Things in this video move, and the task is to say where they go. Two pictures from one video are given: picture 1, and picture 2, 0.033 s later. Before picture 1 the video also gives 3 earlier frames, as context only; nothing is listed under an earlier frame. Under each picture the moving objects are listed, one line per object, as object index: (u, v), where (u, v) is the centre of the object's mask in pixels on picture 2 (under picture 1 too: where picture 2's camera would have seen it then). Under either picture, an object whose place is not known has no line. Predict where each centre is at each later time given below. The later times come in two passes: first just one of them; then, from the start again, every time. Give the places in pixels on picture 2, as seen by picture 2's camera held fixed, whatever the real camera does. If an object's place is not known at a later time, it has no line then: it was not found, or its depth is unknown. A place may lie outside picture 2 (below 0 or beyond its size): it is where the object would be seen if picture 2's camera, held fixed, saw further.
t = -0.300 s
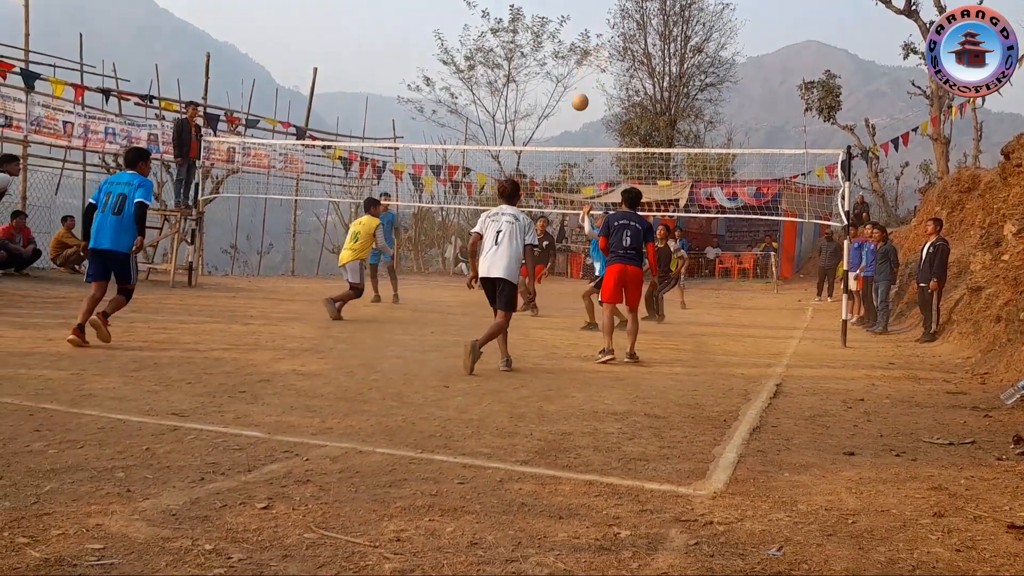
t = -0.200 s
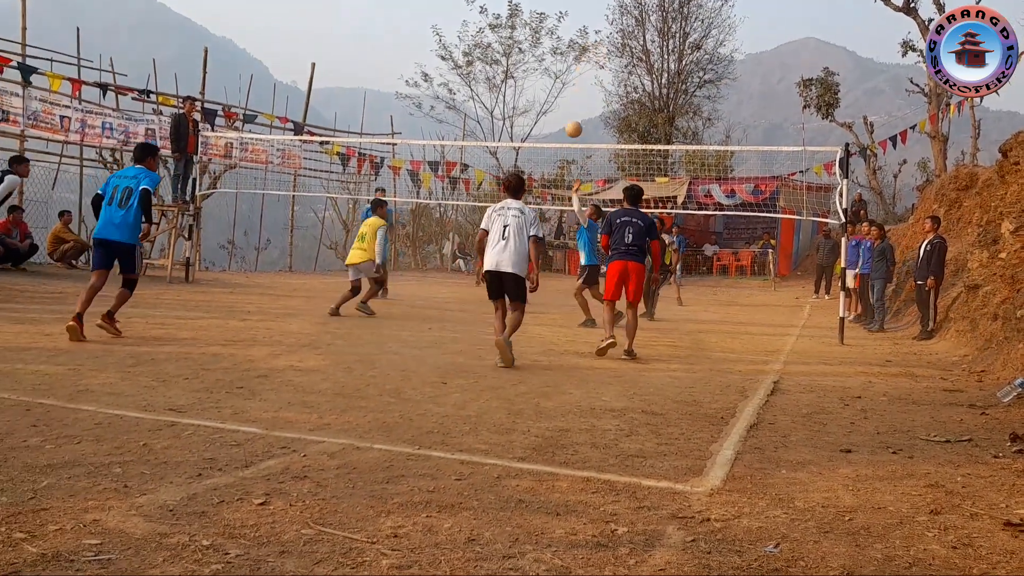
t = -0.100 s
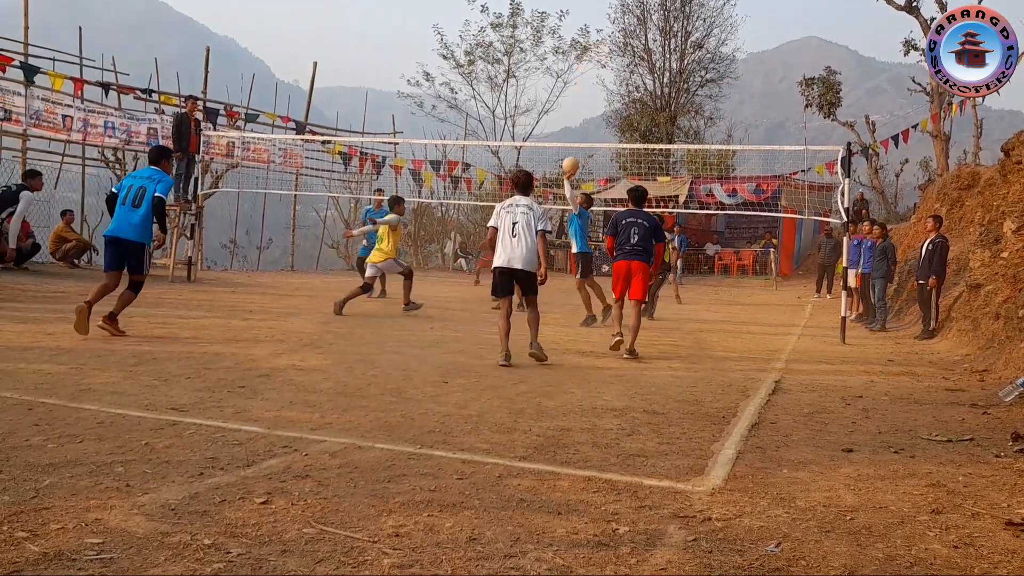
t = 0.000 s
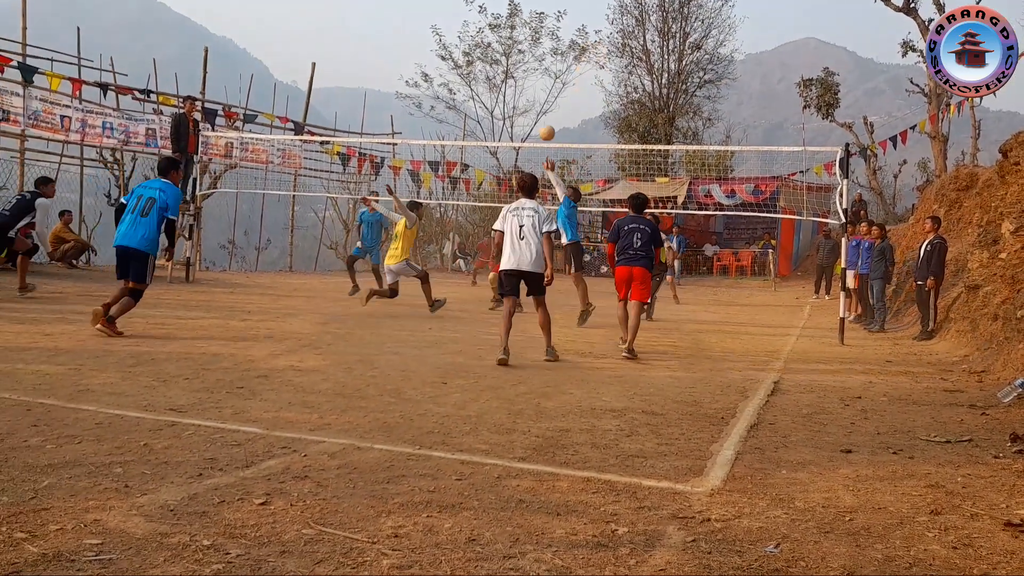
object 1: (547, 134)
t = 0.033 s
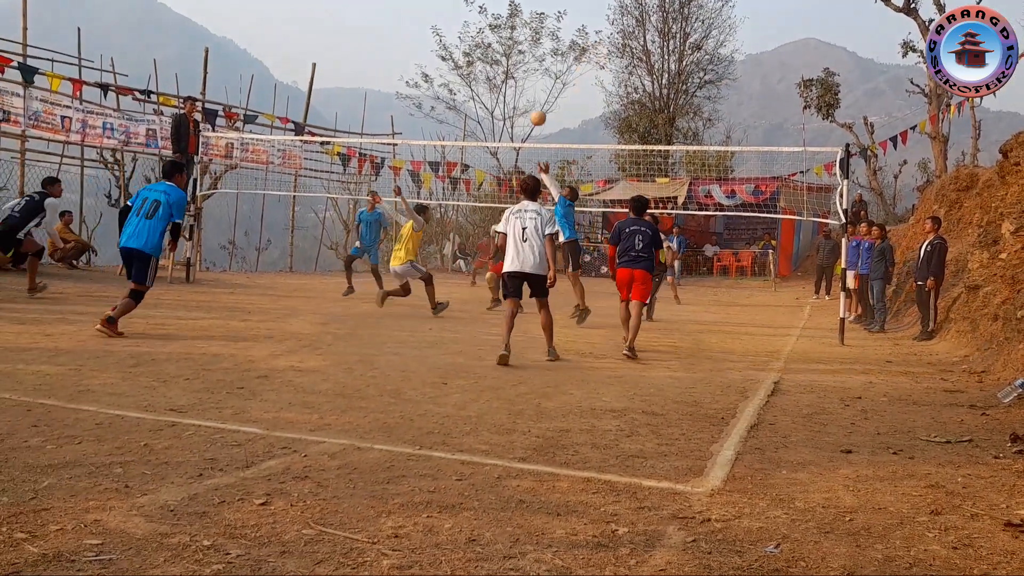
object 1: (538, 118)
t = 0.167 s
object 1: (501, 67)
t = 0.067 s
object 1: (529, 103)
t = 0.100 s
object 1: (520, 91)
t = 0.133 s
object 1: (511, 78)
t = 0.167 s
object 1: (501, 67)
